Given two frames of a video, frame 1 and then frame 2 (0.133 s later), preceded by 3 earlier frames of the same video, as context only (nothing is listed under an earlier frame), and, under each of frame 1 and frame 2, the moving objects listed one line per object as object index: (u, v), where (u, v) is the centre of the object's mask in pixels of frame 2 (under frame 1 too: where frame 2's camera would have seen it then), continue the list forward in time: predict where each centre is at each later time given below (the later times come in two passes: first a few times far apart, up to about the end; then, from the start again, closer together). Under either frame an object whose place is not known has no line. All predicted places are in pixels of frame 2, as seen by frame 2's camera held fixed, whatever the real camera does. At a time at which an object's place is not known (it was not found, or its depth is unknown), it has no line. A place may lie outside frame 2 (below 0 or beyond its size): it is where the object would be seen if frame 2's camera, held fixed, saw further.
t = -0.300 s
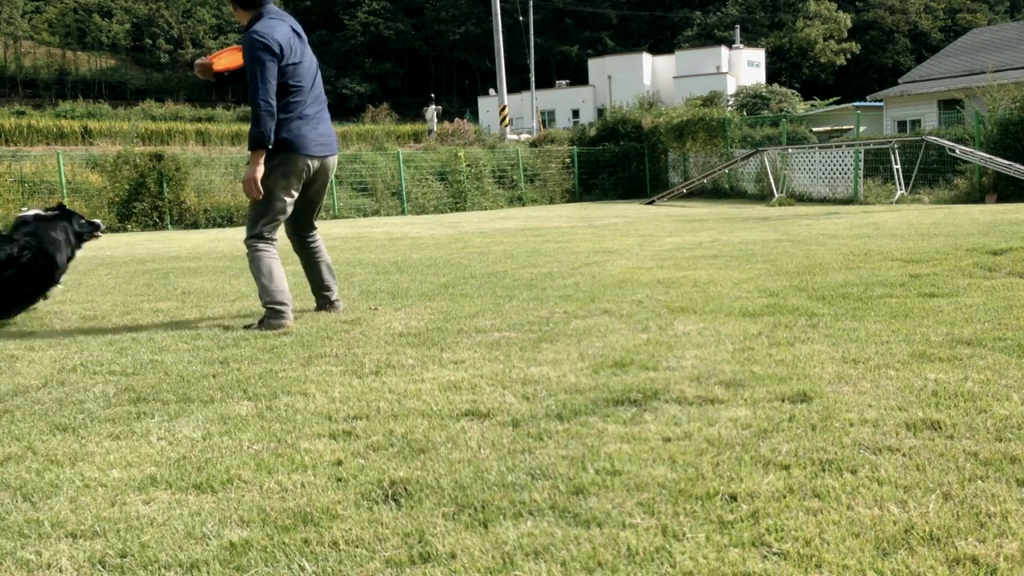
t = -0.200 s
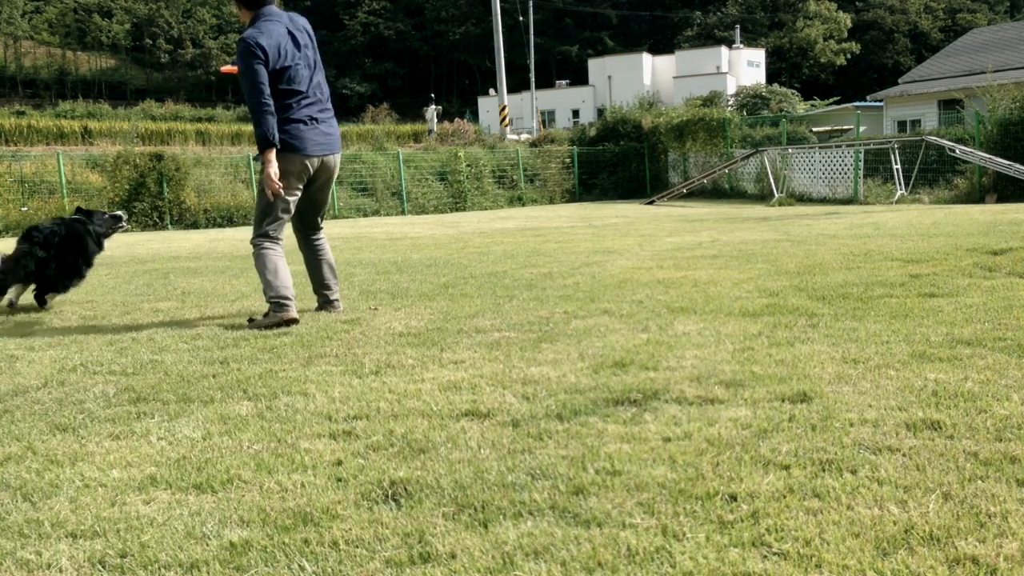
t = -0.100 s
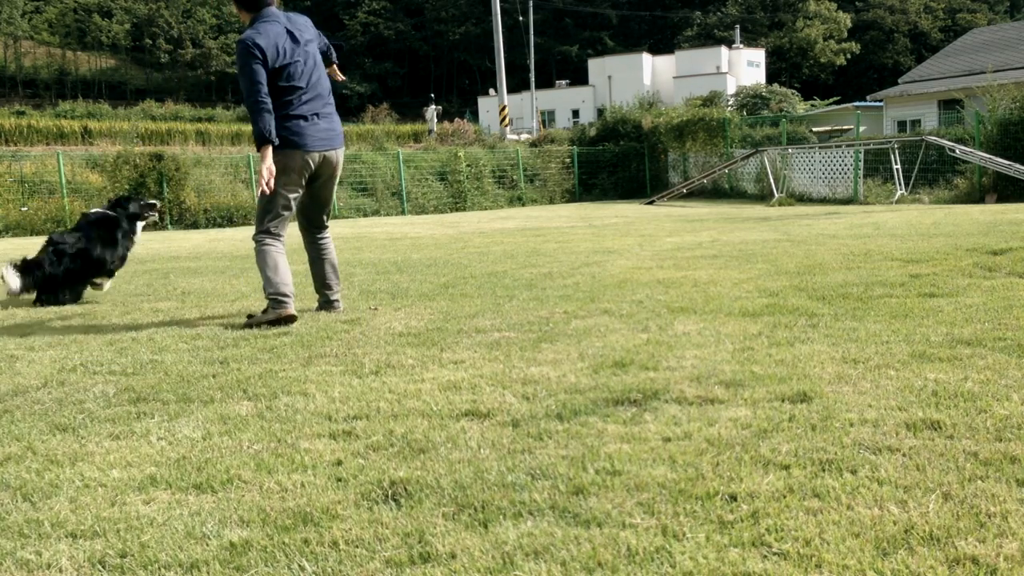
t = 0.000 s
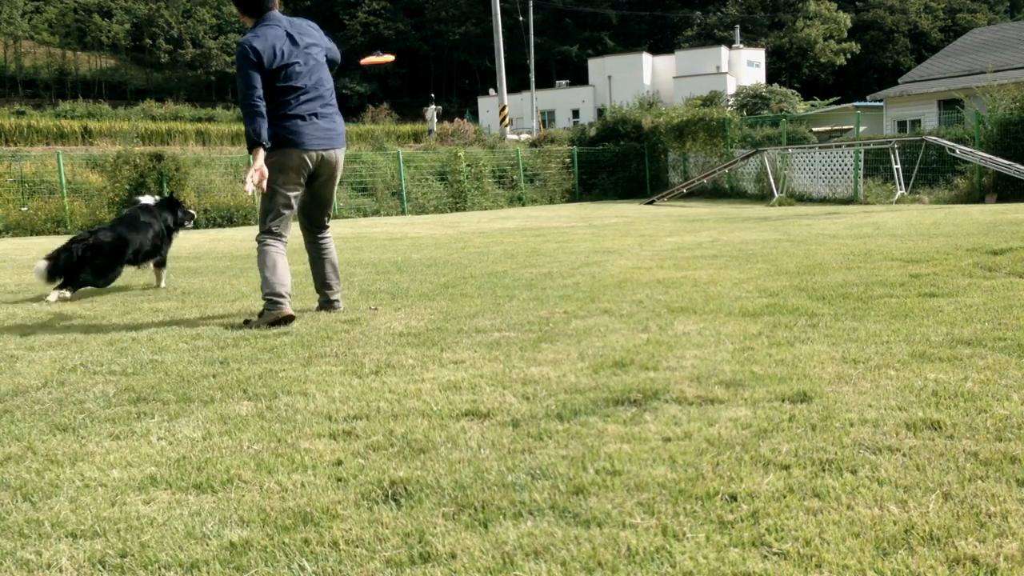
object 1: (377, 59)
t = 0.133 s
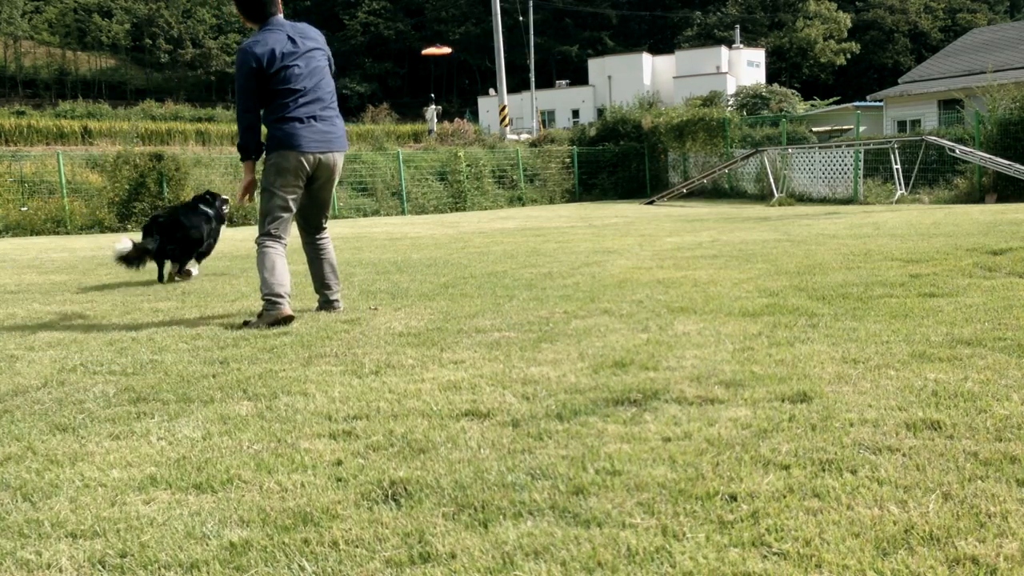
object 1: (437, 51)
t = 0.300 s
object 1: (488, 47)
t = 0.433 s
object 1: (523, 49)
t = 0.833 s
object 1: (600, 72)
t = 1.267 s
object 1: (662, 112)
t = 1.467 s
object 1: (686, 134)
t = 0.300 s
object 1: (488, 47)
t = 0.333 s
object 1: (499, 48)
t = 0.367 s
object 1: (507, 47)
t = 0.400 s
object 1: (516, 48)
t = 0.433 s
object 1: (523, 49)
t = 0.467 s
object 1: (531, 50)
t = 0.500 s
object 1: (537, 51)
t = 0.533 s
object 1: (545, 52)
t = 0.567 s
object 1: (551, 54)
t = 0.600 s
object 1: (558, 56)
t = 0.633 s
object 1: (564, 58)
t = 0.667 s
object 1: (570, 60)
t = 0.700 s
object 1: (576, 62)
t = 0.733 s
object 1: (582, 64)
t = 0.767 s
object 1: (588, 67)
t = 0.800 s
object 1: (593, 69)
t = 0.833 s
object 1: (600, 72)
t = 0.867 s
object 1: (605, 74)
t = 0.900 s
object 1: (610, 77)
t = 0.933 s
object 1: (614, 79)
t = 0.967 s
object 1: (621, 82)
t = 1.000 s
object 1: (626, 86)
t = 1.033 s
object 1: (630, 88)
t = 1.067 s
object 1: (634, 91)
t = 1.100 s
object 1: (640, 95)
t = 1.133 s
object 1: (644, 99)
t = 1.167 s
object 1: (649, 102)
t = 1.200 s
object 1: (653, 106)
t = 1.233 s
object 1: (658, 109)
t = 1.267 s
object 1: (662, 112)
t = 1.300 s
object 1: (666, 116)
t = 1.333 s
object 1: (671, 120)
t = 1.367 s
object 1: (674, 123)
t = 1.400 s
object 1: (678, 127)
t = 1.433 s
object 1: (683, 130)
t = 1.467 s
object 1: (686, 134)
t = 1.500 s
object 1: (690, 137)
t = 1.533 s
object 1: (693, 142)
